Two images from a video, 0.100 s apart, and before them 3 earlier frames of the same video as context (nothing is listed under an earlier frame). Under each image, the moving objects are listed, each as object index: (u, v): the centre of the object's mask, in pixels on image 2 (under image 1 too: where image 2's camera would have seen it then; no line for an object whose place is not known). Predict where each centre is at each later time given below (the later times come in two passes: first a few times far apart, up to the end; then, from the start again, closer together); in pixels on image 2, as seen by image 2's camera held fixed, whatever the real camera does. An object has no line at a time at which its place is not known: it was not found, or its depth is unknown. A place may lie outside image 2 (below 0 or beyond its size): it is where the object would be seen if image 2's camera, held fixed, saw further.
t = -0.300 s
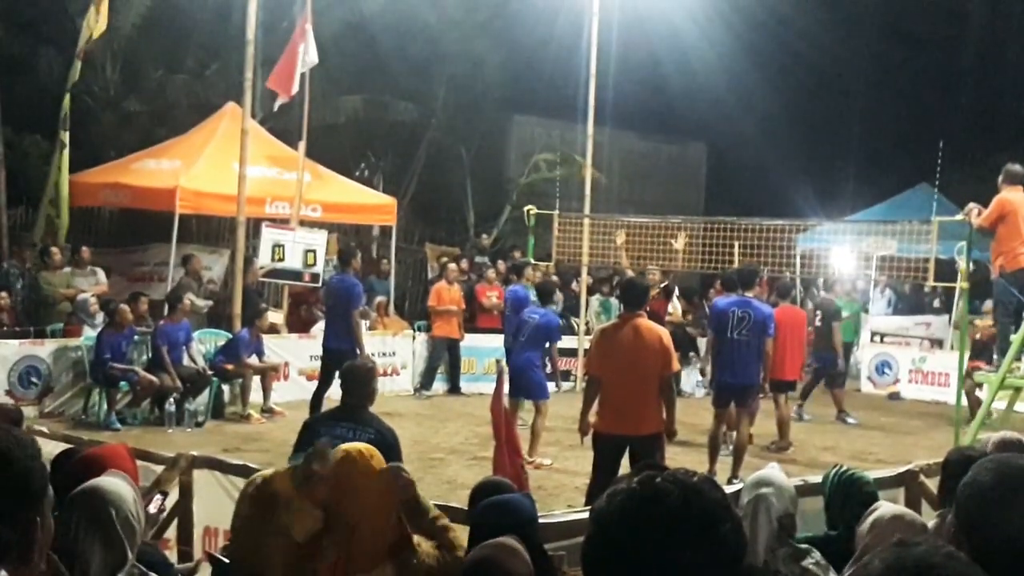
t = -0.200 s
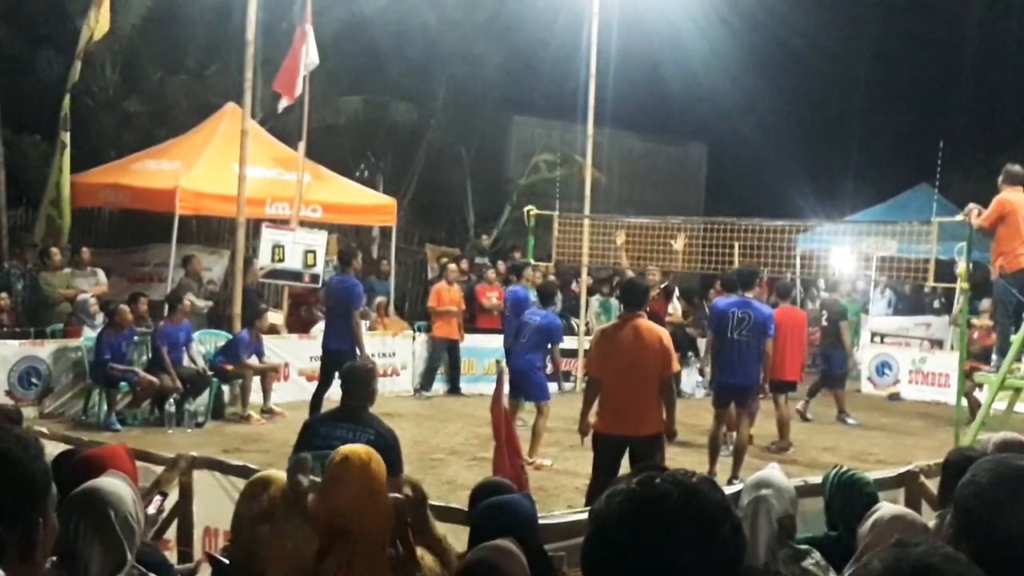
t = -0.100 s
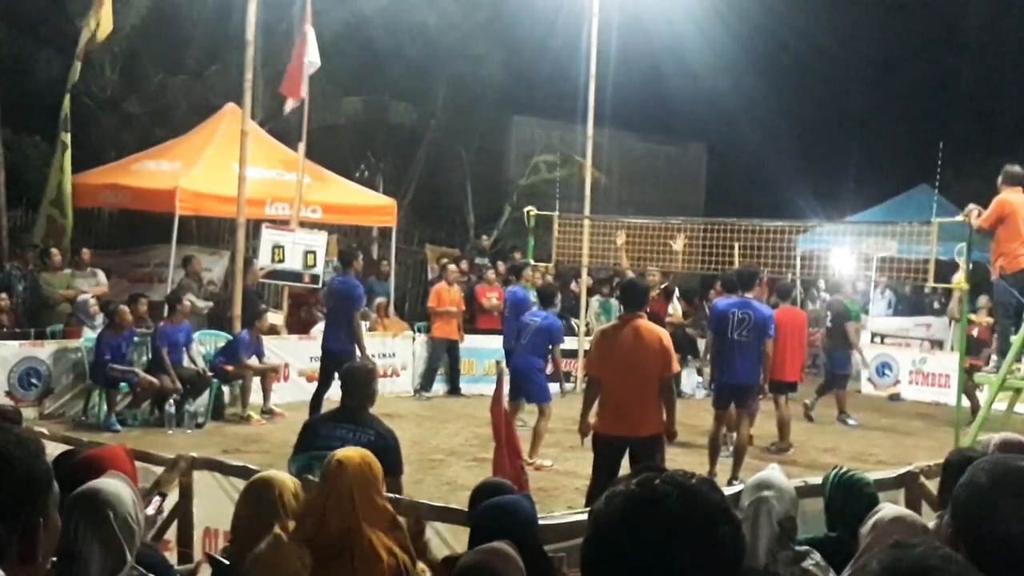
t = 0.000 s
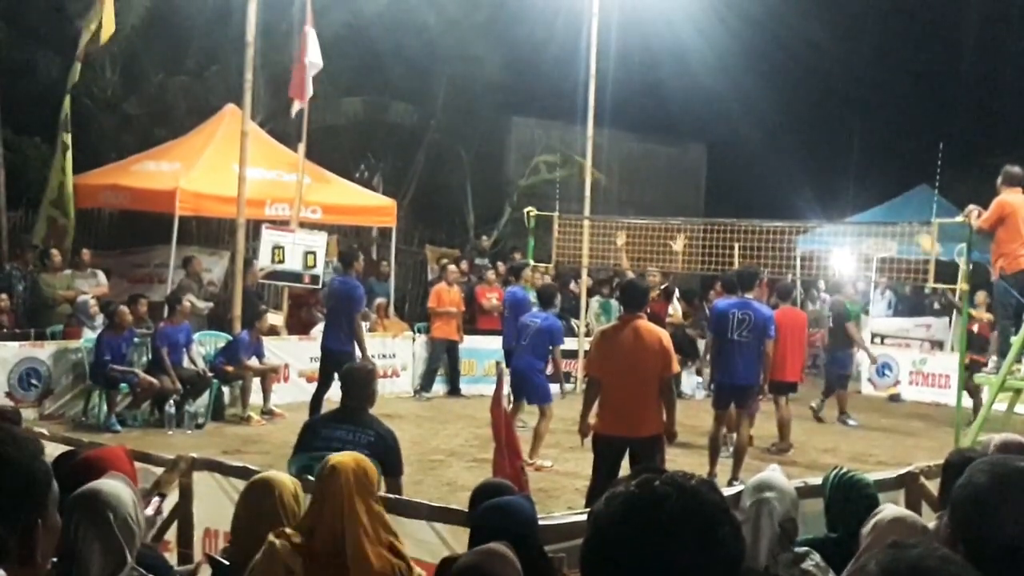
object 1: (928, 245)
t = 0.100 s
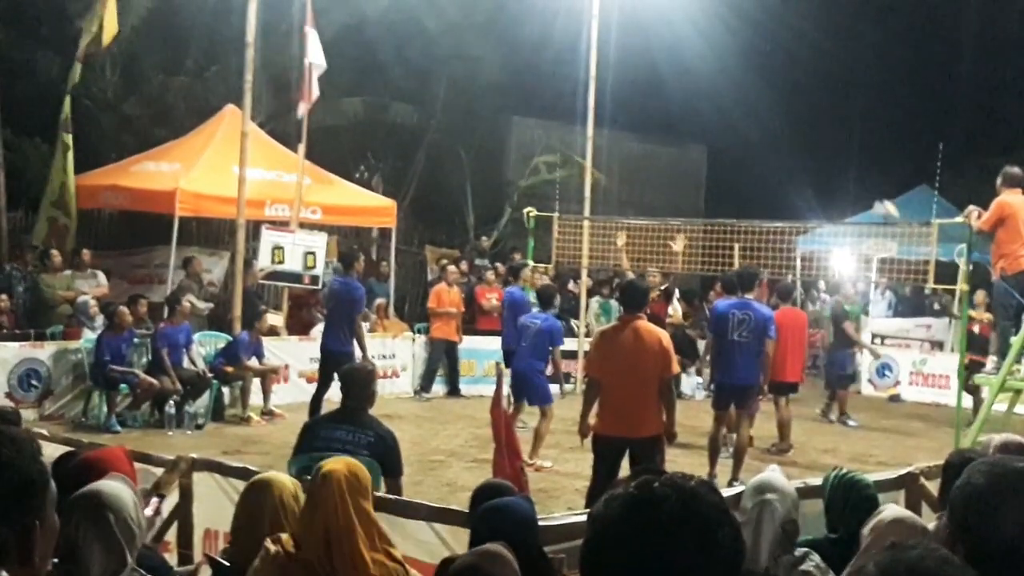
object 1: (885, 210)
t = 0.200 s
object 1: (841, 183)
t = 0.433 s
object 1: (735, 151)
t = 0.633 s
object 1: (638, 169)
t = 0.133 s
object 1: (871, 200)
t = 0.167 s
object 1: (856, 192)
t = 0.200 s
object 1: (841, 183)
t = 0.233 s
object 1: (826, 176)
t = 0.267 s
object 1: (811, 170)
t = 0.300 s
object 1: (797, 164)
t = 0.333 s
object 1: (781, 159)
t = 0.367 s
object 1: (765, 156)
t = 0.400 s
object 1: (750, 153)
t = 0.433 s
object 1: (735, 151)
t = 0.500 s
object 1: (703, 153)
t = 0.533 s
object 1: (687, 155)
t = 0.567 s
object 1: (671, 159)
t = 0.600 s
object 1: (654, 164)
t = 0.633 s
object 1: (638, 169)
